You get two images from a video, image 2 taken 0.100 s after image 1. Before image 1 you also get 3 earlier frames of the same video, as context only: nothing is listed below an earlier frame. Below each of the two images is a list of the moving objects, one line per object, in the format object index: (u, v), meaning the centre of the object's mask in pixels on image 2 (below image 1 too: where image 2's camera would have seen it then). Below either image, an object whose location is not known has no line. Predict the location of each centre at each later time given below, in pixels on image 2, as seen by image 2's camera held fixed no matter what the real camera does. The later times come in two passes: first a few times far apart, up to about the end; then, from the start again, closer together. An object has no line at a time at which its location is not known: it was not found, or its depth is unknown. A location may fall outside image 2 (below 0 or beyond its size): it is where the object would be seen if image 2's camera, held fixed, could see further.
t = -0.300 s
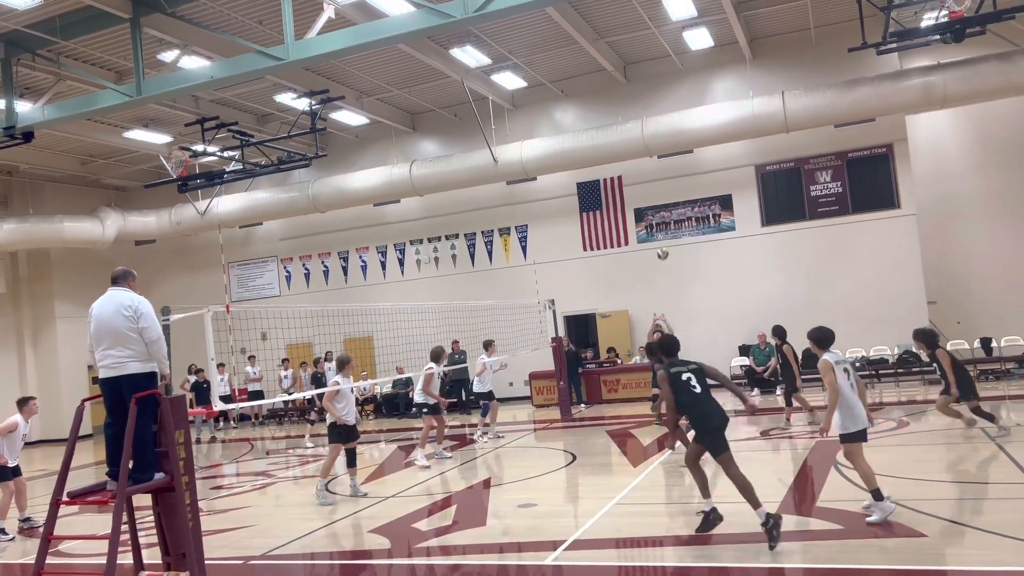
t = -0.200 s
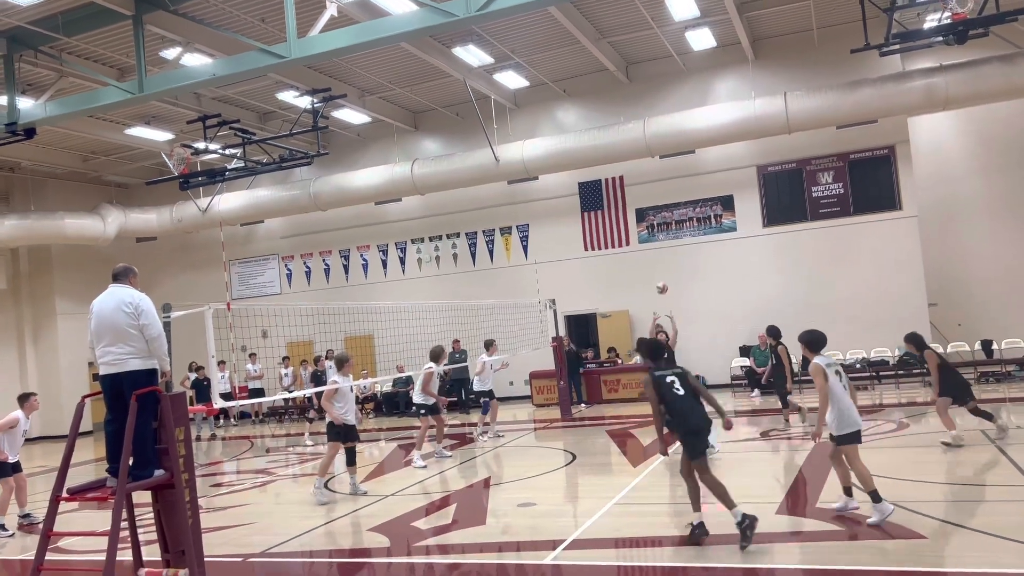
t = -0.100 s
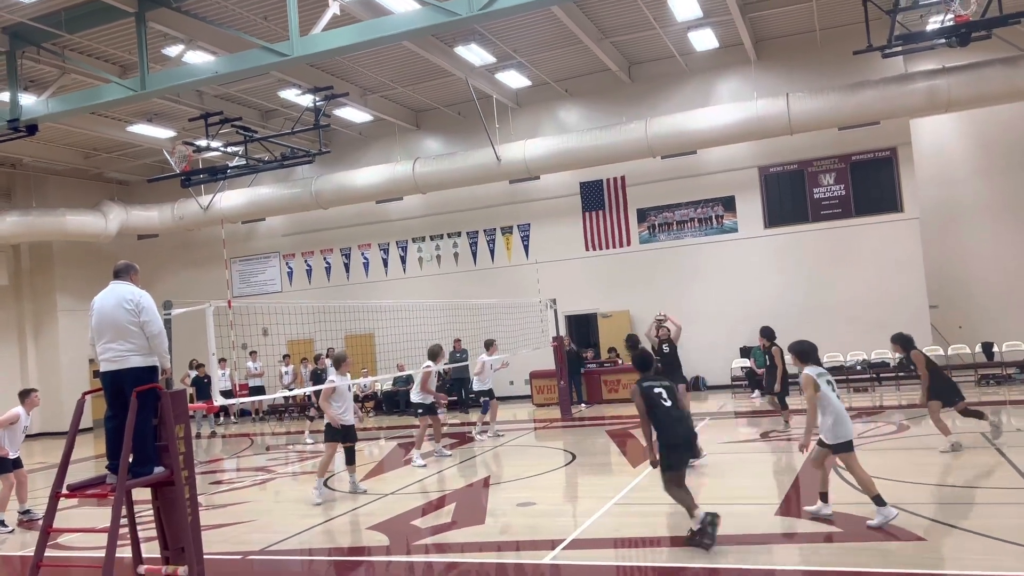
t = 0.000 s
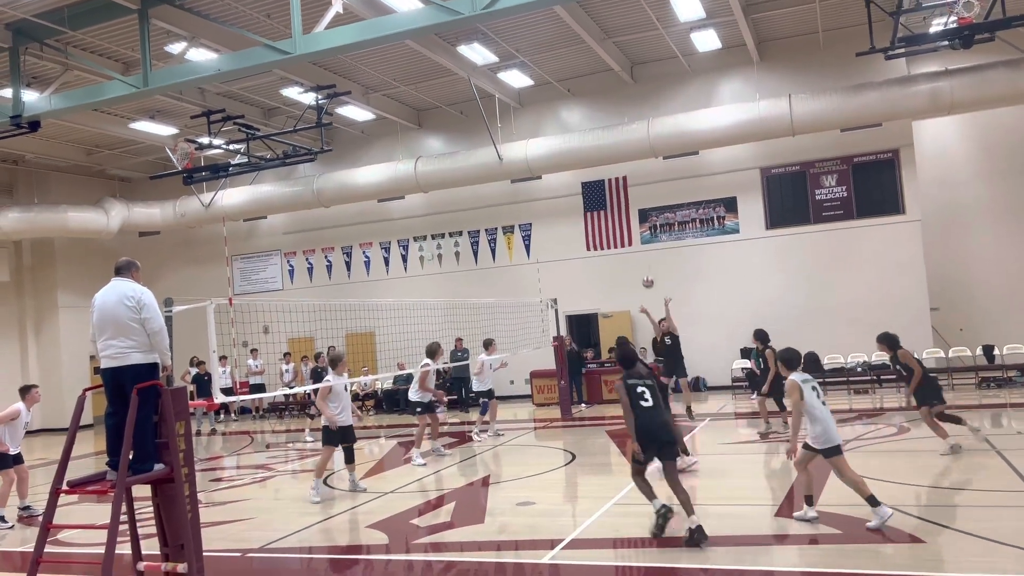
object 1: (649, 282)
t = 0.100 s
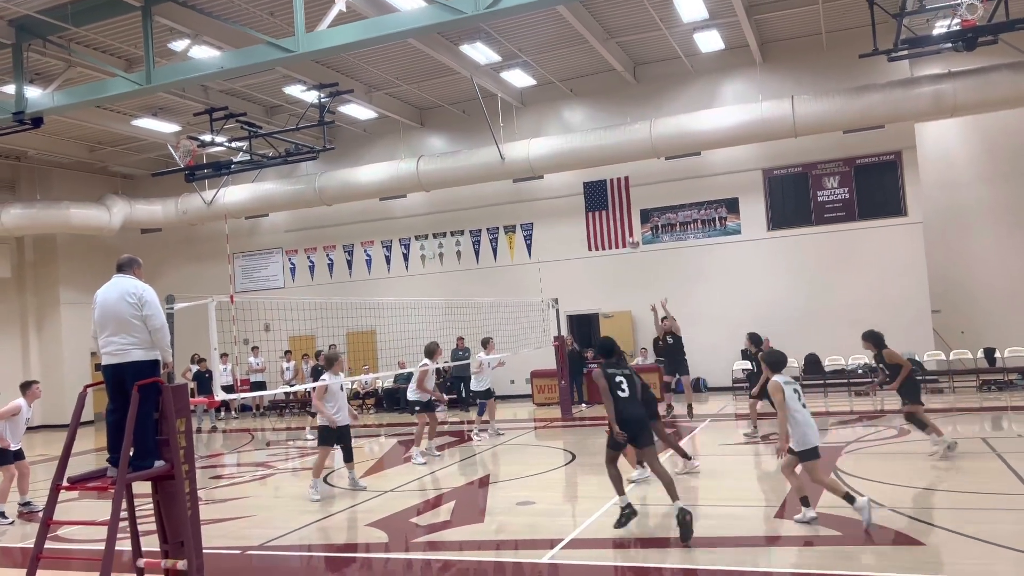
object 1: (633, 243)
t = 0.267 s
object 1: (608, 187)
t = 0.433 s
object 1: (585, 146)
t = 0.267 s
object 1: (608, 187)
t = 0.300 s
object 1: (604, 177)
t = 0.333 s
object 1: (599, 169)
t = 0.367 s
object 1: (594, 161)
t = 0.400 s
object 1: (591, 154)
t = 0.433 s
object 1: (585, 146)
